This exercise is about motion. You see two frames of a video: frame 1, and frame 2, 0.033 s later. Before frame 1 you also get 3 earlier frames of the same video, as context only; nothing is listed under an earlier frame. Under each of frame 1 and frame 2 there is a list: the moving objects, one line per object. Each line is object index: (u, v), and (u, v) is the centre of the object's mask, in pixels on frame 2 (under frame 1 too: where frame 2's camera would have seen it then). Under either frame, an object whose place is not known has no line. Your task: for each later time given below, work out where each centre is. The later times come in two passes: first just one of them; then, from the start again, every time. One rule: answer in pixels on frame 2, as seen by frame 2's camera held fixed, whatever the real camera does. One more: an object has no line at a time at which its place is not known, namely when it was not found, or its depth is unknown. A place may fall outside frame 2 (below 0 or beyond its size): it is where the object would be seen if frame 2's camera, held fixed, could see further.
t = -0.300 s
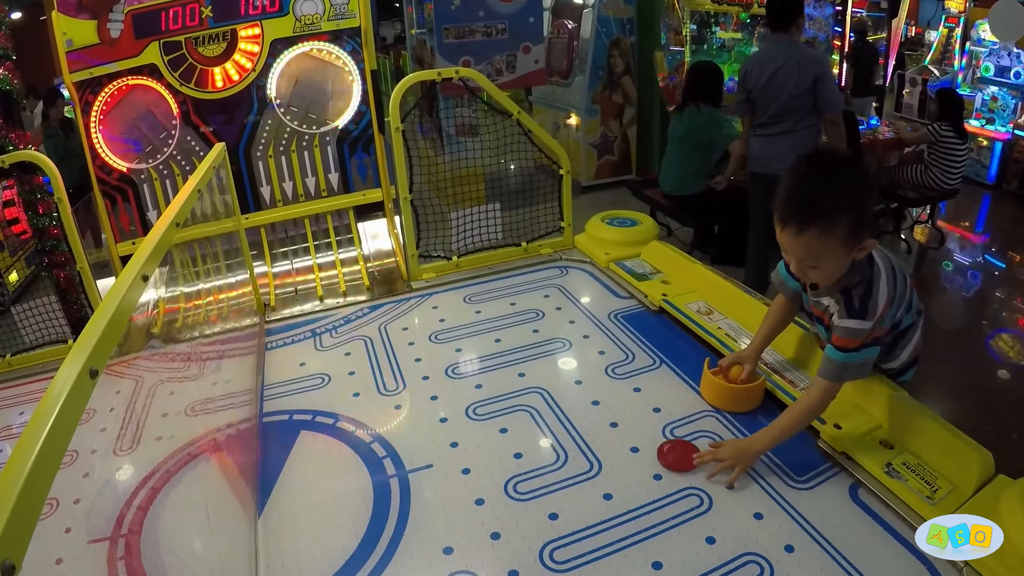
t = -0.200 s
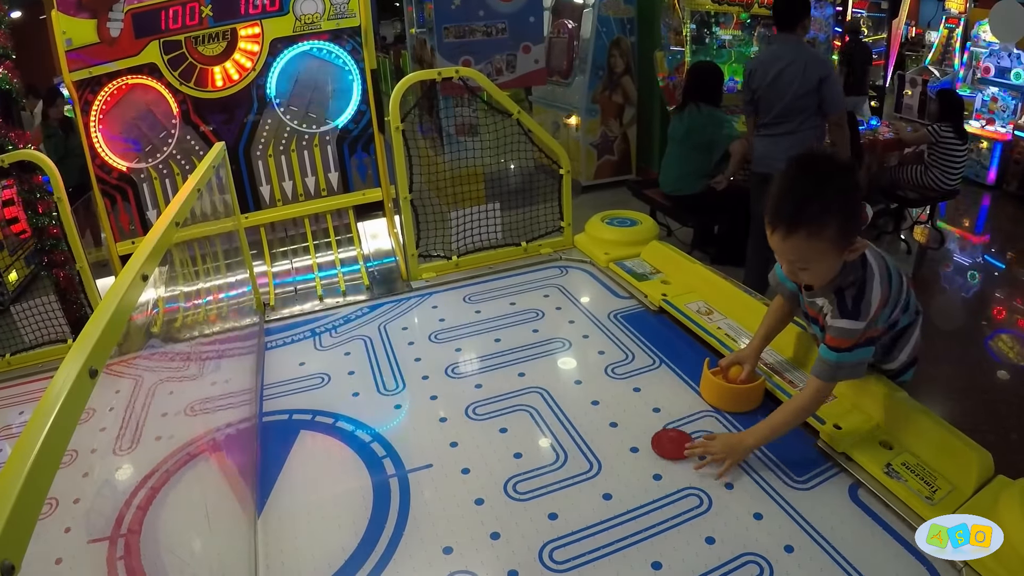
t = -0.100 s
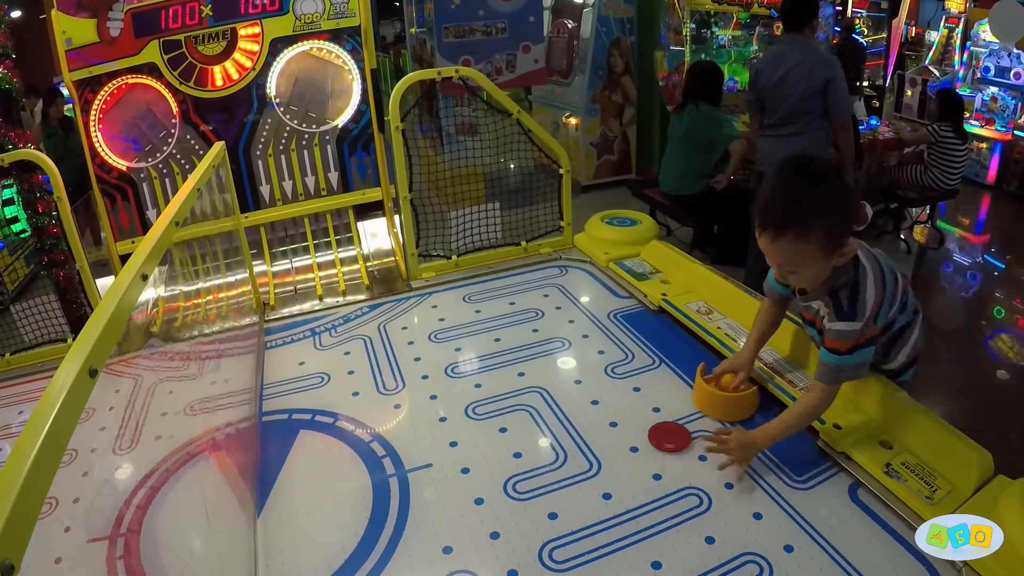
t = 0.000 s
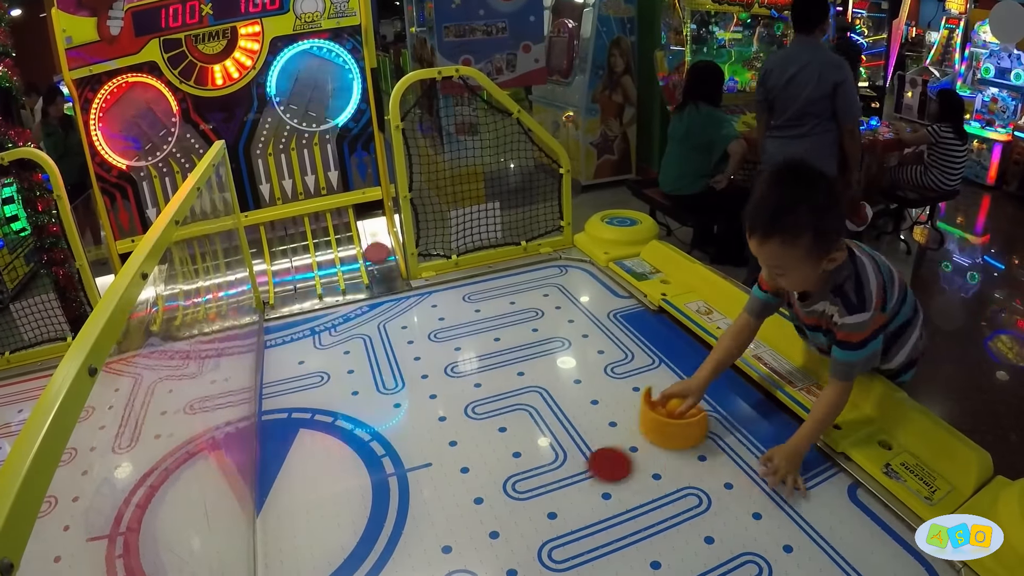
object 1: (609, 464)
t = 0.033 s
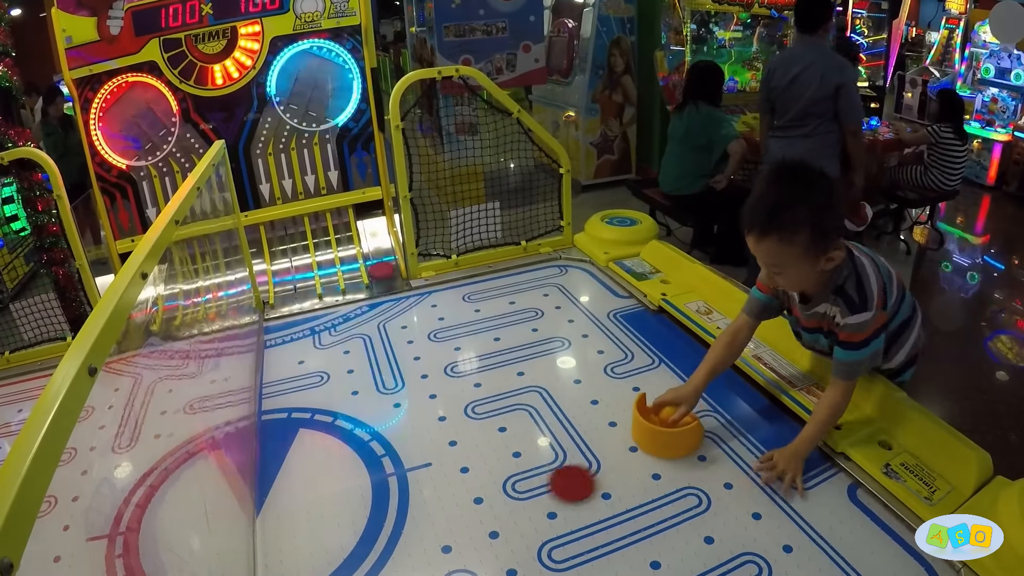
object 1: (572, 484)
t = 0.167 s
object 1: (393, 562)
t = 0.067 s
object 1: (531, 503)
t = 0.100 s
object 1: (487, 524)
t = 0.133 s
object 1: (441, 544)
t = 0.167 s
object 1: (393, 562)
